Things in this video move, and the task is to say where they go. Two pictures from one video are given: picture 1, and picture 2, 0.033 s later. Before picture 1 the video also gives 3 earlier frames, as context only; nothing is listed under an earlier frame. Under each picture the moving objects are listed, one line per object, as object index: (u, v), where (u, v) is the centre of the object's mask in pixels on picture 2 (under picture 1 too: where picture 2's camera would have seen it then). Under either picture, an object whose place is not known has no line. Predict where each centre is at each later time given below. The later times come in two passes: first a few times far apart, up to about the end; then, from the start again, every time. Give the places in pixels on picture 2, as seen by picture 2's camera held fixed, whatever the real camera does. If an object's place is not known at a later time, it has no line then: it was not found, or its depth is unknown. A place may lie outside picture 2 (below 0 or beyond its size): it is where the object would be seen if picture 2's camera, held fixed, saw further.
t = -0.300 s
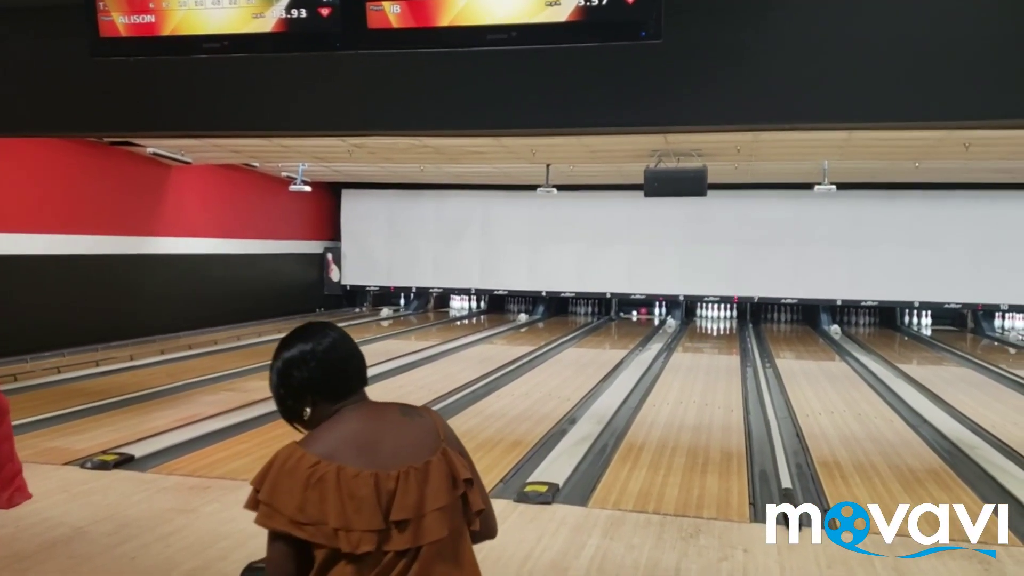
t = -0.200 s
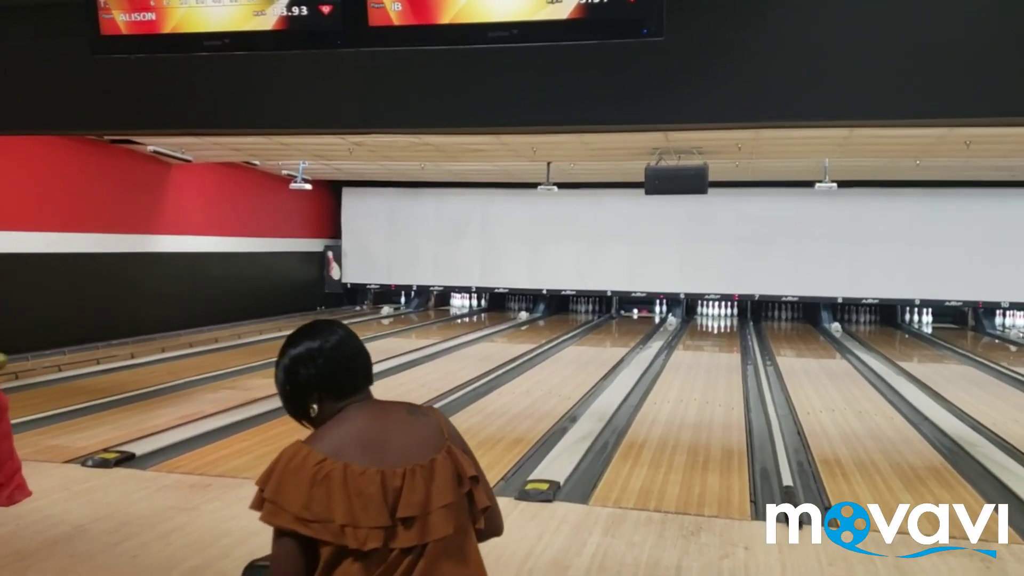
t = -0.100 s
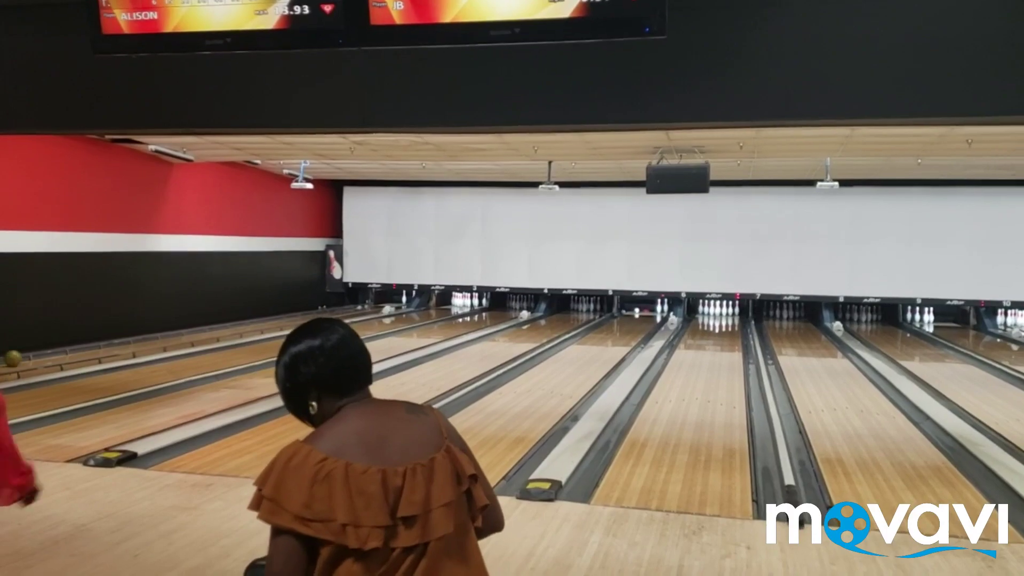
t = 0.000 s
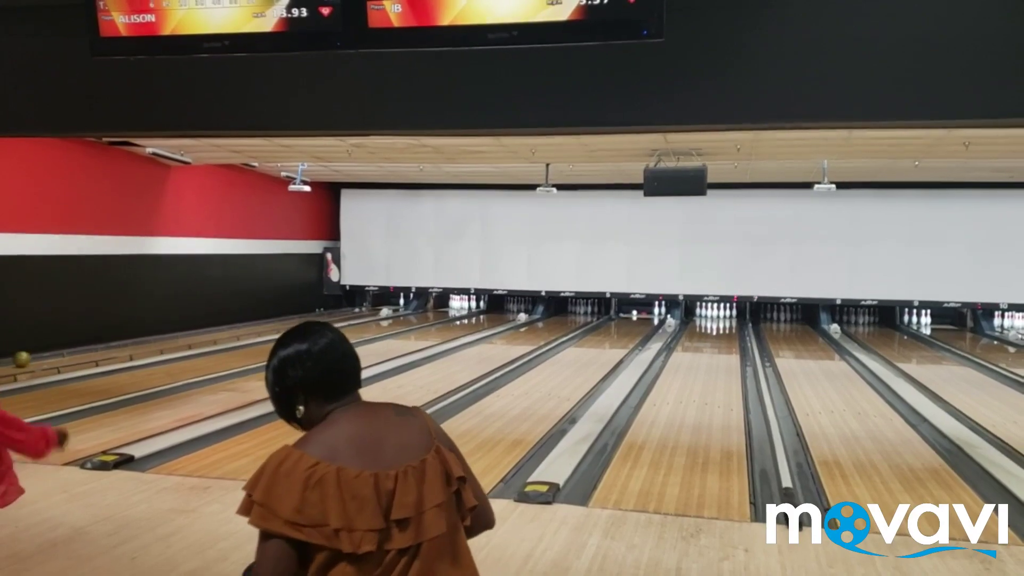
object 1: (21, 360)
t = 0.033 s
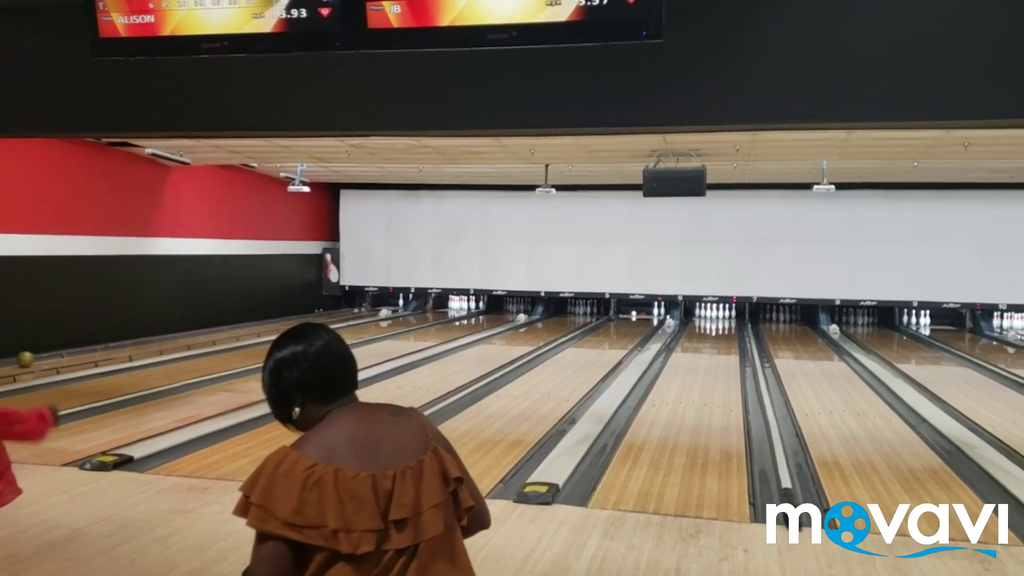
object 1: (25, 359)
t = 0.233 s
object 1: (48, 356)
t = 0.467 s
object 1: (74, 352)
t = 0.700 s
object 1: (97, 348)
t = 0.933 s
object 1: (120, 345)
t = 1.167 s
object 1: (140, 342)
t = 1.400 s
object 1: (159, 339)
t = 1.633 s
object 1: (177, 336)
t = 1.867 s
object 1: (192, 334)
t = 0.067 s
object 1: (30, 359)
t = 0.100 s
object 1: (33, 358)
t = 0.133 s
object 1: (37, 358)
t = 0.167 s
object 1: (41, 357)
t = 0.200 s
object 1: (44, 356)
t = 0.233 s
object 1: (48, 356)
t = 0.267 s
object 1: (52, 355)
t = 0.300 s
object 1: (56, 355)
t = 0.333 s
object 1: (59, 354)
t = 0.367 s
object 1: (63, 353)
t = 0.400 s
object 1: (67, 353)
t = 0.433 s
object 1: (70, 353)
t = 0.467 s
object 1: (74, 352)
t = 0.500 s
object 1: (77, 351)
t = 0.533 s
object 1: (80, 351)
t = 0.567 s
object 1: (84, 350)
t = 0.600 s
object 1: (88, 350)
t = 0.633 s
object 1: (91, 349)
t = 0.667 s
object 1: (94, 349)
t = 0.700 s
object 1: (97, 348)
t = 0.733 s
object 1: (101, 348)
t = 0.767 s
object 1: (104, 348)
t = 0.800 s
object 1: (107, 347)
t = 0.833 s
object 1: (110, 346)
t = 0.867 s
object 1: (113, 346)
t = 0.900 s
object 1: (117, 345)
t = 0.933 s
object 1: (120, 345)
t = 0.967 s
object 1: (123, 344)
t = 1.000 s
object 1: (126, 344)
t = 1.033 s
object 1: (129, 344)
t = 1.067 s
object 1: (131, 343)
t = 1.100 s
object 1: (134, 343)
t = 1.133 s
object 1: (137, 342)
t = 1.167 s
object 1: (140, 342)
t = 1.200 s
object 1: (143, 341)
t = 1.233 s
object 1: (146, 341)
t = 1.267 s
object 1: (149, 340)
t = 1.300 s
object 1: (151, 340)
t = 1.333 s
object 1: (154, 340)
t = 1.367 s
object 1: (157, 339)
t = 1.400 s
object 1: (159, 339)
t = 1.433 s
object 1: (161, 339)
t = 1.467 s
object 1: (164, 338)
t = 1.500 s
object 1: (167, 338)
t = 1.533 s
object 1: (170, 337)
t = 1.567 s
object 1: (172, 337)
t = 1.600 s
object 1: (175, 337)
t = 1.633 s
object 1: (177, 336)
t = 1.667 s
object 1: (179, 336)
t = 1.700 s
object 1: (181, 336)
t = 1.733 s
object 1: (183, 335)
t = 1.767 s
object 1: (185, 335)
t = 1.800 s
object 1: (187, 335)
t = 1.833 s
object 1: (190, 335)
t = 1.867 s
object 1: (192, 334)
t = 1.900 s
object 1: (195, 334)
